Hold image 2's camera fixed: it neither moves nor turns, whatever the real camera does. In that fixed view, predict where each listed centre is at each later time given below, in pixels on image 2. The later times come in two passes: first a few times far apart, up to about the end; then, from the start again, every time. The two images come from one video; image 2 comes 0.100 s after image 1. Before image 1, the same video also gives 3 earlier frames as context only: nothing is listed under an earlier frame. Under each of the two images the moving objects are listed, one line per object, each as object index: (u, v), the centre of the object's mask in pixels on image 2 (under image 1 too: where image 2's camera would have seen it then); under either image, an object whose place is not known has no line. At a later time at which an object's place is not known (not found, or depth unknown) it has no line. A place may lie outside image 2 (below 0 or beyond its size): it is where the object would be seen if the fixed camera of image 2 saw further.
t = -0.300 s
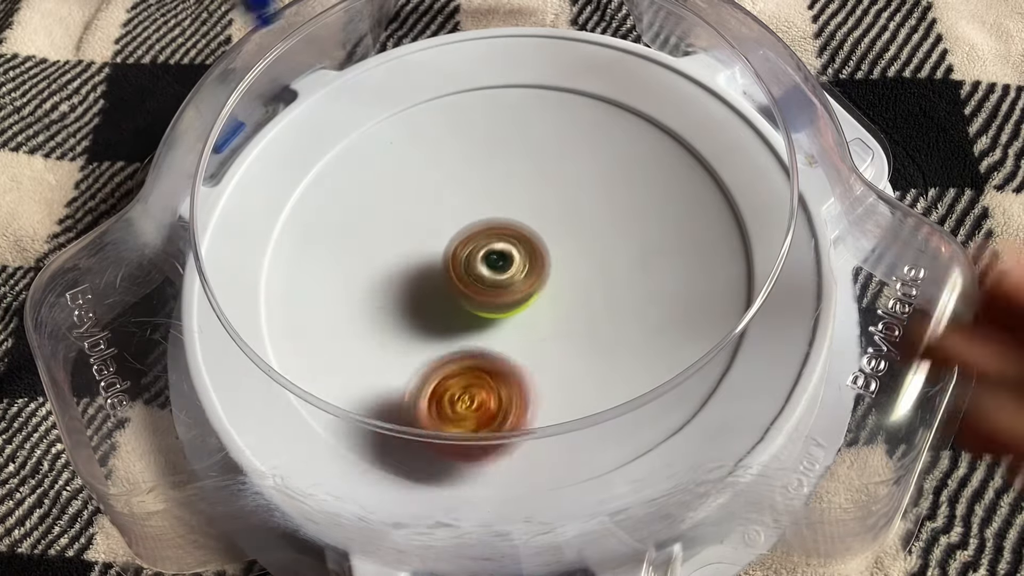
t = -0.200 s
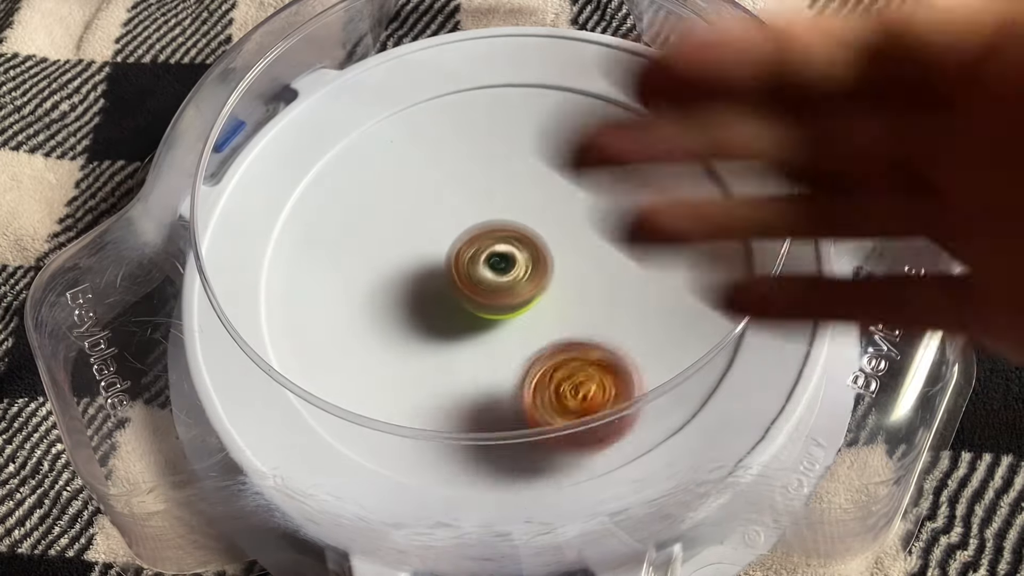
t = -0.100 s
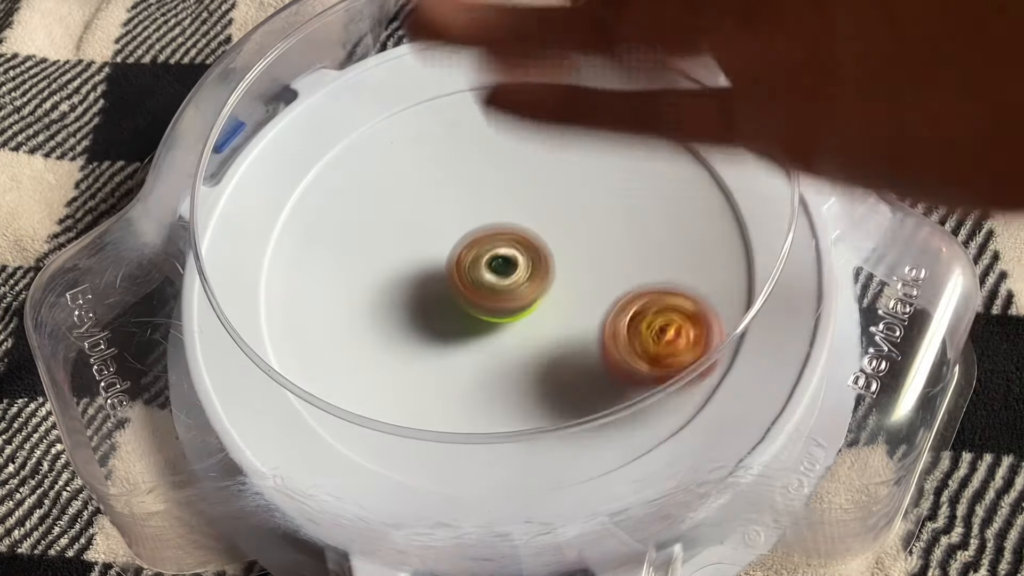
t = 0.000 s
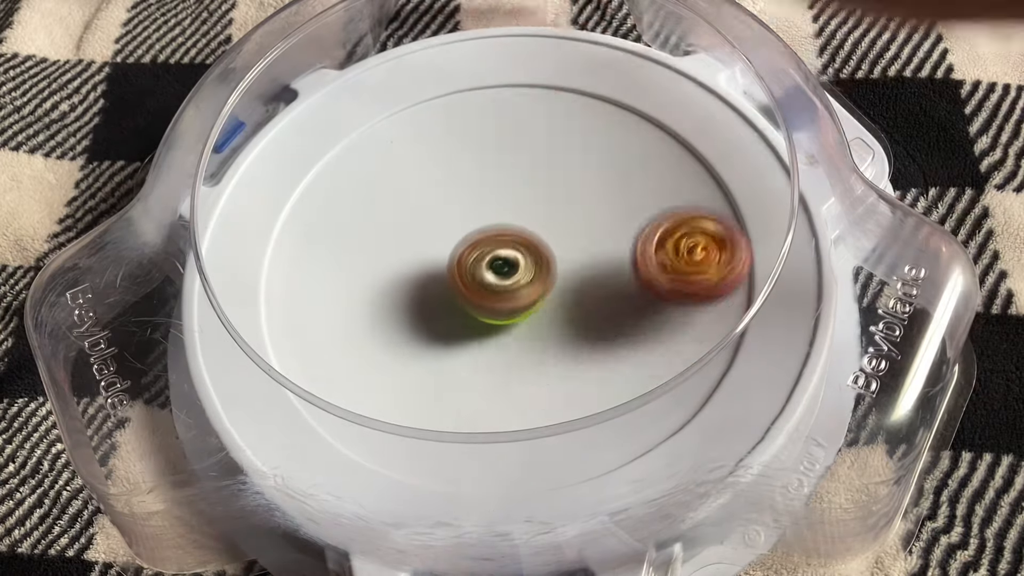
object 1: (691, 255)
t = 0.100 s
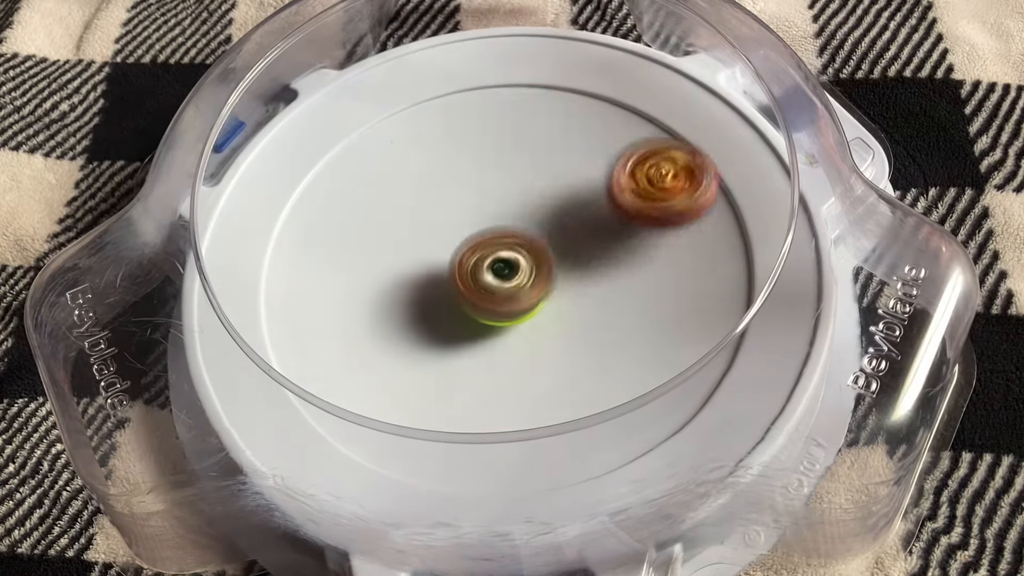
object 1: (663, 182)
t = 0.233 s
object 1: (564, 132)
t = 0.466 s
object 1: (373, 200)
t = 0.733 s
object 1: (406, 385)
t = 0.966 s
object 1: (623, 352)
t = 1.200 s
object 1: (628, 183)
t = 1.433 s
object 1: (450, 138)
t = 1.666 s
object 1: (338, 271)
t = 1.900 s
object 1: (484, 387)
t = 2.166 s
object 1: (669, 267)
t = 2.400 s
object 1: (569, 142)
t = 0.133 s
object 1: (643, 164)
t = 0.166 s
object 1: (619, 150)
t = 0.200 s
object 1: (593, 139)
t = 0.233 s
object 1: (564, 132)
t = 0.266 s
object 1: (532, 132)
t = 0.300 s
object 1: (500, 134)
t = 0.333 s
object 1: (469, 140)
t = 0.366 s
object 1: (442, 151)
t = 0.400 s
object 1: (415, 163)
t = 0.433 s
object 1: (392, 180)
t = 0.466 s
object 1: (373, 200)
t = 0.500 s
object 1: (357, 223)
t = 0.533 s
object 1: (345, 248)
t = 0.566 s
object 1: (340, 274)
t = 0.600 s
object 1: (339, 302)
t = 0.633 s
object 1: (346, 327)
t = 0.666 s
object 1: (359, 352)
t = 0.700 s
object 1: (380, 371)
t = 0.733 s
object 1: (406, 385)
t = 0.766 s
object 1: (436, 394)
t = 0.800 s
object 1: (468, 408)
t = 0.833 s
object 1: (504, 410)
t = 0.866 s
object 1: (536, 393)
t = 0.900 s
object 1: (572, 392)
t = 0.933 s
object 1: (598, 369)
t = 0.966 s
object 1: (623, 352)
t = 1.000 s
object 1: (643, 331)
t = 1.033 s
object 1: (656, 305)
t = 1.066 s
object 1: (662, 279)
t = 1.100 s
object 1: (661, 252)
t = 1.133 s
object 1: (655, 227)
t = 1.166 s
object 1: (644, 203)
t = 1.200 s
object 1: (628, 183)
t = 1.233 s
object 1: (608, 166)
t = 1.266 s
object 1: (586, 152)
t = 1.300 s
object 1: (561, 142)
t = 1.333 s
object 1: (534, 134)
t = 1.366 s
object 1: (506, 132)
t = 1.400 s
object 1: (478, 133)
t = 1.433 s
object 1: (450, 138)
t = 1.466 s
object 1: (423, 147)
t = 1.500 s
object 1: (399, 161)
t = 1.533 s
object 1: (378, 178)
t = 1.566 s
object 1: (360, 198)
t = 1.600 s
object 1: (347, 221)
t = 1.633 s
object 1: (339, 245)
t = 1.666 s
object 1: (338, 271)
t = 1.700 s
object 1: (343, 297)
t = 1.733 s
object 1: (354, 320)
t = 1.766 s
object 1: (372, 343)
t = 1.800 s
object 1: (394, 361)
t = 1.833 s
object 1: (421, 376)
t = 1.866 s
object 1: (452, 384)
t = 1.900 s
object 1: (484, 387)
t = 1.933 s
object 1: (518, 385)
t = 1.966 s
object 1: (550, 380)
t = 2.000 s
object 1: (581, 370)
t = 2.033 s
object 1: (608, 357)
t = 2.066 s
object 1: (633, 339)
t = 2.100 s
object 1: (650, 316)
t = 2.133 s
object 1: (663, 292)
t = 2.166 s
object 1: (669, 267)
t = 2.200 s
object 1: (669, 242)
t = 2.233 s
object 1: (664, 219)
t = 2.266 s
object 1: (654, 195)
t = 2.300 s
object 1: (637, 175)
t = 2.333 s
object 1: (617, 160)
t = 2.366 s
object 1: (594, 150)
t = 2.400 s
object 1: (569, 142)
